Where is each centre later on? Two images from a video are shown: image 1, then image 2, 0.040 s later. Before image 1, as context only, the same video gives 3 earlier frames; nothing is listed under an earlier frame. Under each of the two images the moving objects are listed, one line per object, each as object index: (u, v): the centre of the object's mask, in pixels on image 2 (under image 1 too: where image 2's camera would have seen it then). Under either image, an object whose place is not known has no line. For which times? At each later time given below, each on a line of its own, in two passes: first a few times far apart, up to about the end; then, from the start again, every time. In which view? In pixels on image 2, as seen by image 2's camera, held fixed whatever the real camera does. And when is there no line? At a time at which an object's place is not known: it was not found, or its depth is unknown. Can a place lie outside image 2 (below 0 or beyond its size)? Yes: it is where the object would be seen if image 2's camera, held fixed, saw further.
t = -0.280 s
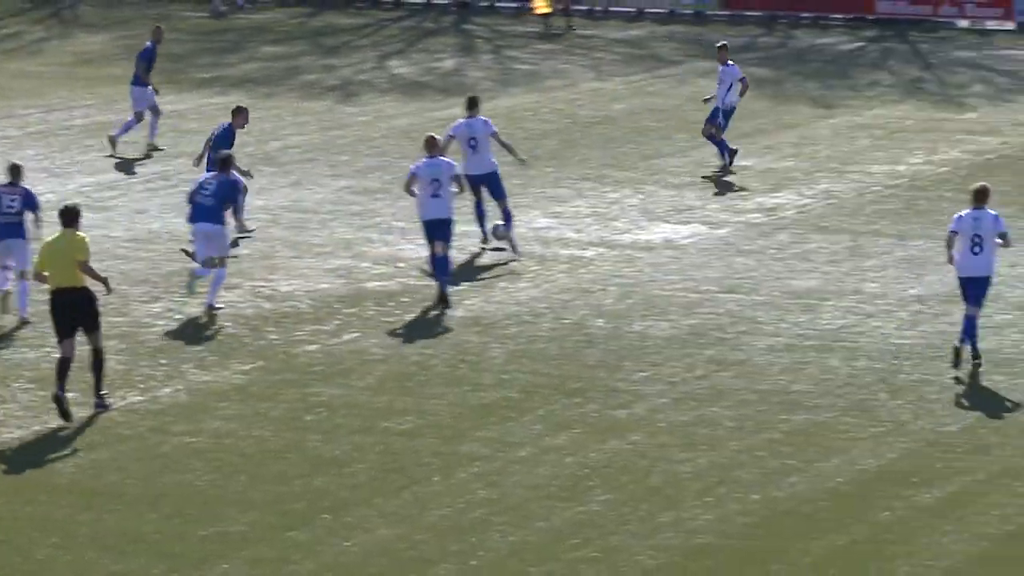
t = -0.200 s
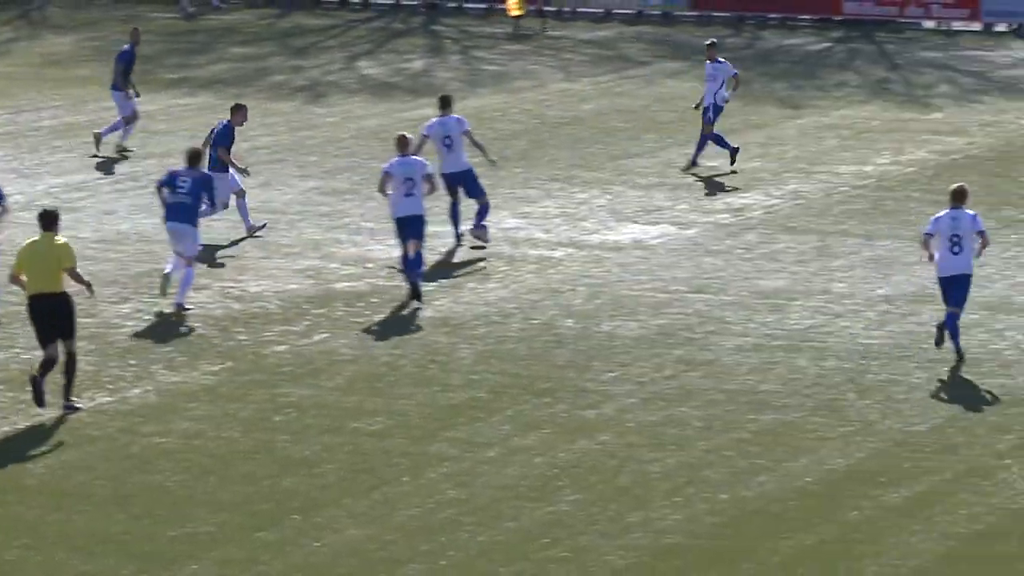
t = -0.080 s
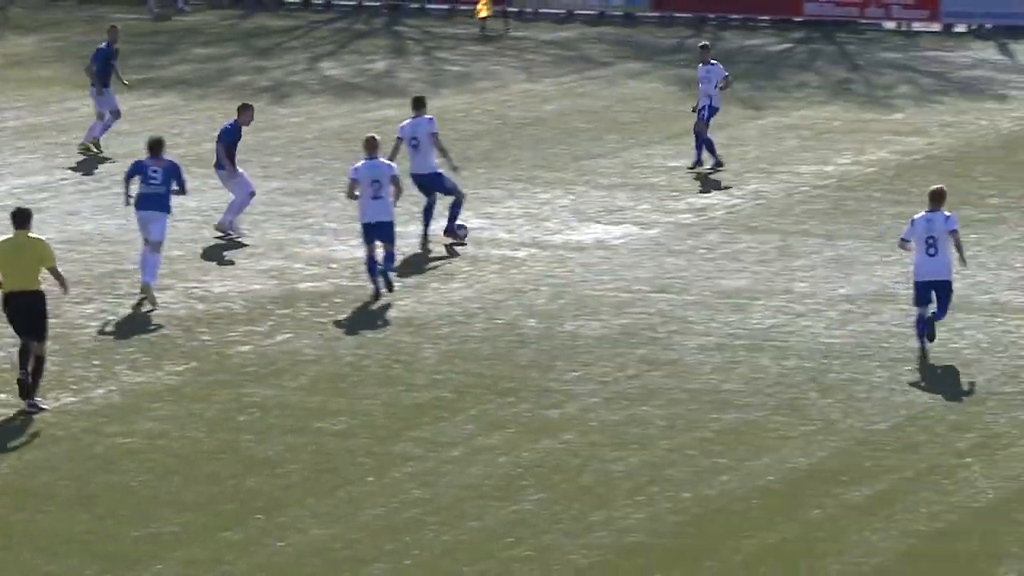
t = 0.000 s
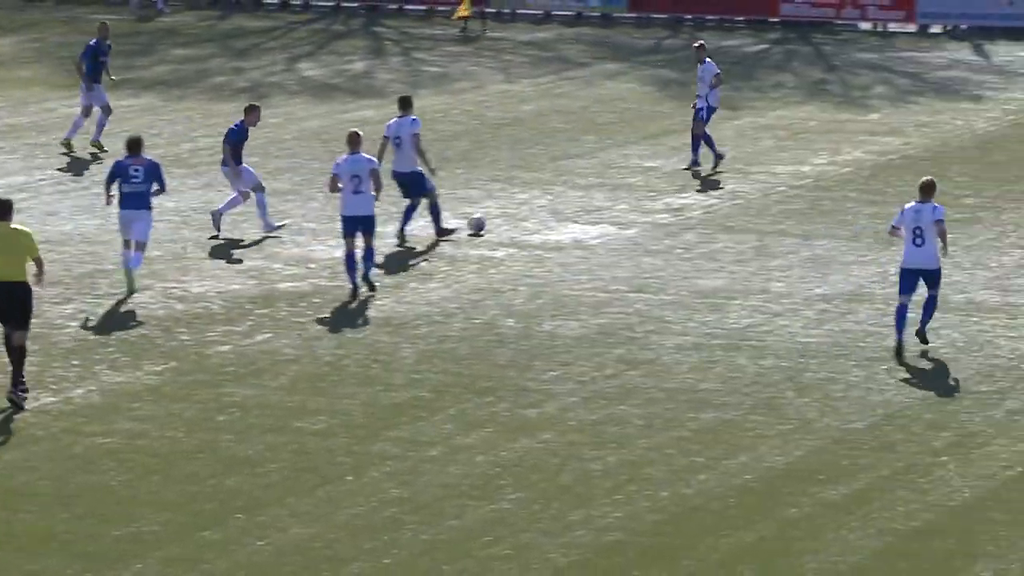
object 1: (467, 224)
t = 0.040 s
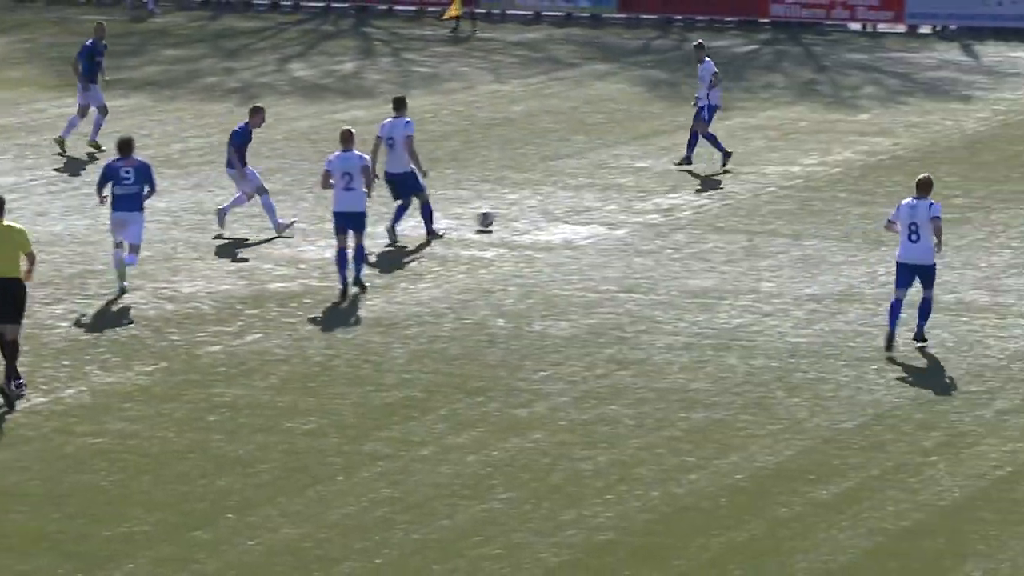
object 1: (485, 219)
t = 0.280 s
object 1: (581, 200)
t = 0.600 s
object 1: (673, 178)
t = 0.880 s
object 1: (734, 166)
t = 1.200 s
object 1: (799, 151)
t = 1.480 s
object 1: (850, 139)
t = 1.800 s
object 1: (902, 127)
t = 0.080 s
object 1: (503, 216)
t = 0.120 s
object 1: (520, 212)
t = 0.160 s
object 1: (537, 209)
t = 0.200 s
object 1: (552, 205)
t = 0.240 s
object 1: (568, 202)
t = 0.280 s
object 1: (581, 200)
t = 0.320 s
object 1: (595, 195)
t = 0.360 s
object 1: (607, 191)
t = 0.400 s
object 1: (620, 190)
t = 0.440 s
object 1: (632, 189)
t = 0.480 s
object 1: (642, 185)
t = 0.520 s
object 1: (652, 181)
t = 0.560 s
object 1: (661, 178)
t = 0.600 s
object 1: (673, 178)
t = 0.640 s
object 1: (681, 178)
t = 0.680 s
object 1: (690, 173)
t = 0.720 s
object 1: (700, 169)
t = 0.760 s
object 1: (708, 166)
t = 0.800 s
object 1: (716, 165)
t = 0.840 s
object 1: (725, 165)
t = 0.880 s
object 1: (734, 166)
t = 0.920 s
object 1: (742, 162)
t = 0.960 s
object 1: (751, 159)
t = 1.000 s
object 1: (759, 157)
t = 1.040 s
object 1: (767, 156)
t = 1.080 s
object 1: (776, 157)
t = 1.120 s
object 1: (783, 154)
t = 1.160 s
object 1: (791, 152)
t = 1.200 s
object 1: (799, 151)
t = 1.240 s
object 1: (806, 150)
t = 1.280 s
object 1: (815, 147)
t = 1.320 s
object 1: (821, 146)
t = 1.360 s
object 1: (828, 143)
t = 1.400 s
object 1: (835, 144)
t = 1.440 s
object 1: (843, 141)
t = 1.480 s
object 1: (850, 139)
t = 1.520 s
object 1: (857, 138)
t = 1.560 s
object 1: (864, 137)
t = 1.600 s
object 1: (870, 134)
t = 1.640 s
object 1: (877, 132)
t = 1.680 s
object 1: (883, 131)
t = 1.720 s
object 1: (890, 131)
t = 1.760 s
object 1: (896, 129)
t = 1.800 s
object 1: (902, 127)
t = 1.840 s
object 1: (909, 126)
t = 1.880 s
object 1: (914, 126)
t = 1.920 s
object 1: (921, 125)
